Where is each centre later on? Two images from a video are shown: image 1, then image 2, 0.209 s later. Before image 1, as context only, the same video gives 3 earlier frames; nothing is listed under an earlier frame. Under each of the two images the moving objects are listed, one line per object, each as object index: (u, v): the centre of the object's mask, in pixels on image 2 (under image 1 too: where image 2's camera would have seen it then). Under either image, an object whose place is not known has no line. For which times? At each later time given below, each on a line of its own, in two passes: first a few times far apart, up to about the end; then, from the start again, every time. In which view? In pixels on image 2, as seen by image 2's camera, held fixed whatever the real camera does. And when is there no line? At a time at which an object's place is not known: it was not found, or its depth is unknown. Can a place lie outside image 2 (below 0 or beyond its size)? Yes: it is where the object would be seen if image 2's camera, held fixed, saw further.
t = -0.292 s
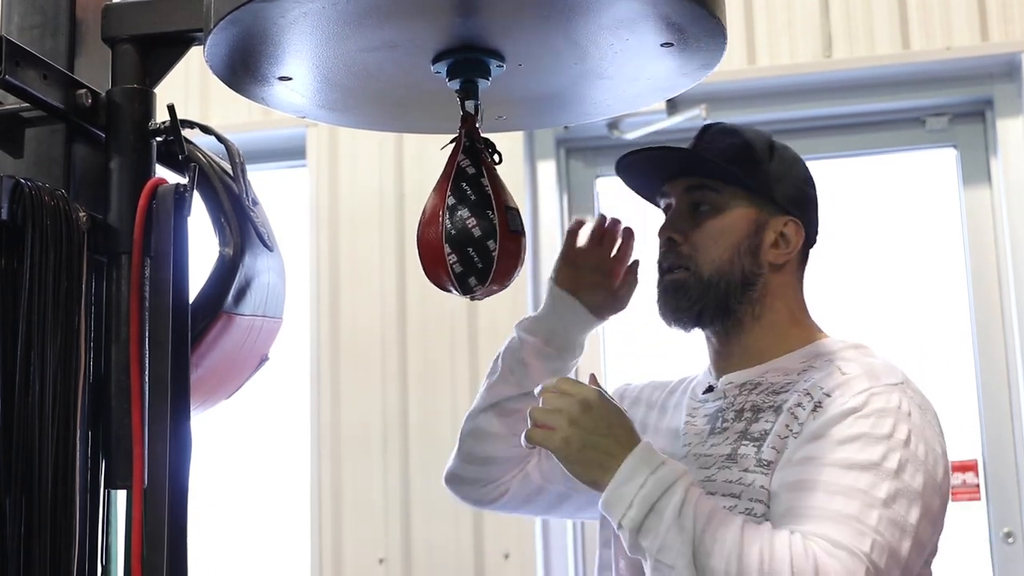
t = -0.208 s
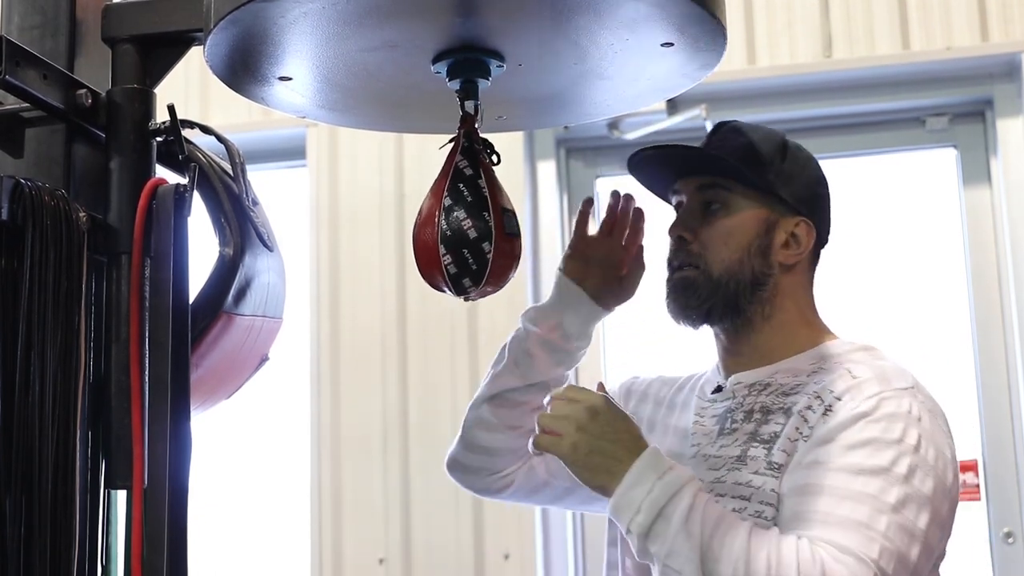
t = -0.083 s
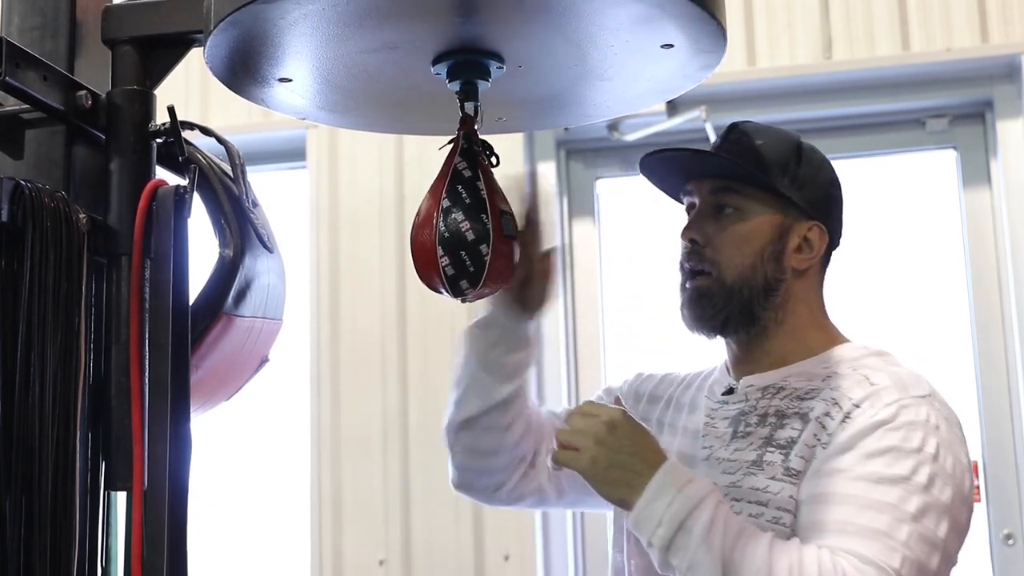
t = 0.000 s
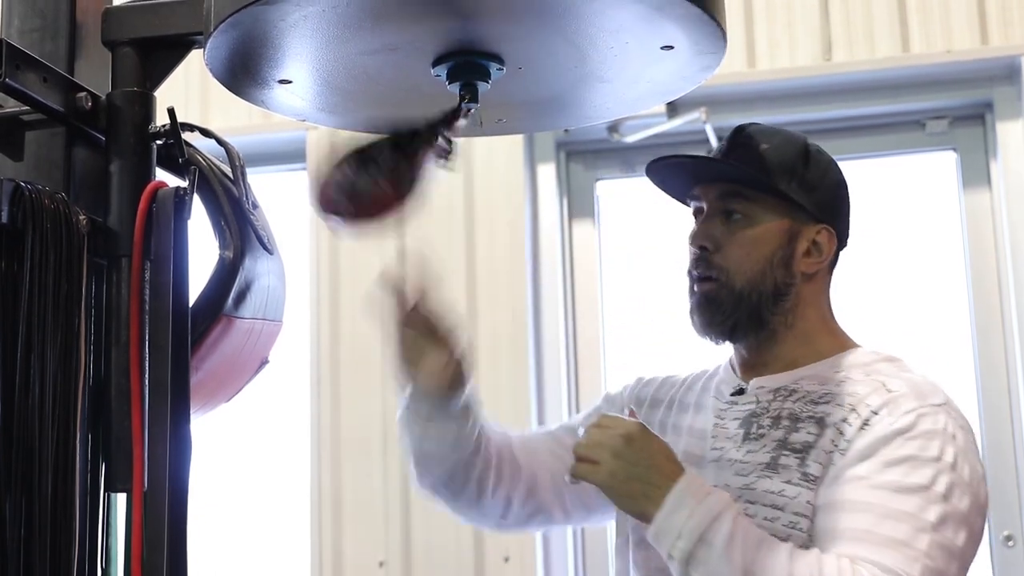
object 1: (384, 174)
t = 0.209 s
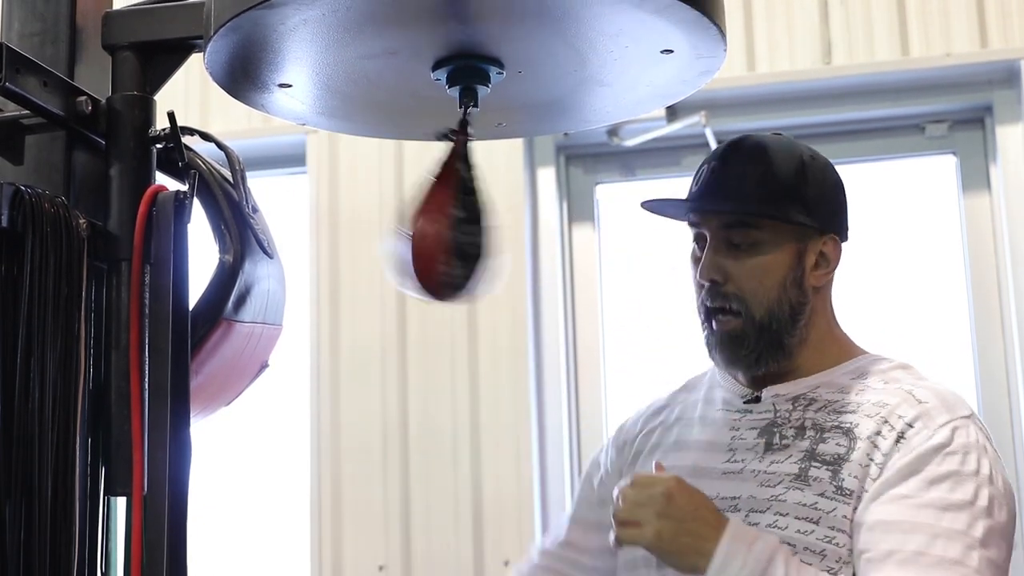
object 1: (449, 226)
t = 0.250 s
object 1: (502, 224)
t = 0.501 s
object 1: (586, 142)
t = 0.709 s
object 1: (413, 208)
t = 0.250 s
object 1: (502, 224)
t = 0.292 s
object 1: (546, 197)
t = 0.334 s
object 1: (573, 164)
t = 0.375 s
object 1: (585, 135)
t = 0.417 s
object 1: (592, 116)
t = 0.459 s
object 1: (593, 124)
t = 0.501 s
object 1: (586, 142)
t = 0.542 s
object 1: (567, 169)
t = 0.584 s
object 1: (532, 199)
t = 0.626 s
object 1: (480, 219)
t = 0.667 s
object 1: (445, 217)
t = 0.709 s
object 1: (413, 208)
